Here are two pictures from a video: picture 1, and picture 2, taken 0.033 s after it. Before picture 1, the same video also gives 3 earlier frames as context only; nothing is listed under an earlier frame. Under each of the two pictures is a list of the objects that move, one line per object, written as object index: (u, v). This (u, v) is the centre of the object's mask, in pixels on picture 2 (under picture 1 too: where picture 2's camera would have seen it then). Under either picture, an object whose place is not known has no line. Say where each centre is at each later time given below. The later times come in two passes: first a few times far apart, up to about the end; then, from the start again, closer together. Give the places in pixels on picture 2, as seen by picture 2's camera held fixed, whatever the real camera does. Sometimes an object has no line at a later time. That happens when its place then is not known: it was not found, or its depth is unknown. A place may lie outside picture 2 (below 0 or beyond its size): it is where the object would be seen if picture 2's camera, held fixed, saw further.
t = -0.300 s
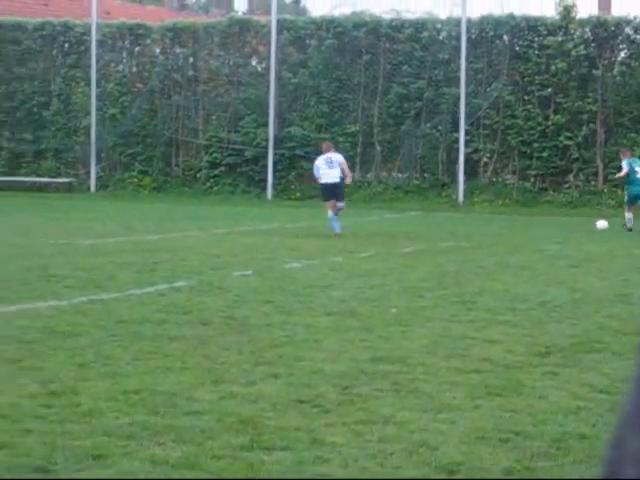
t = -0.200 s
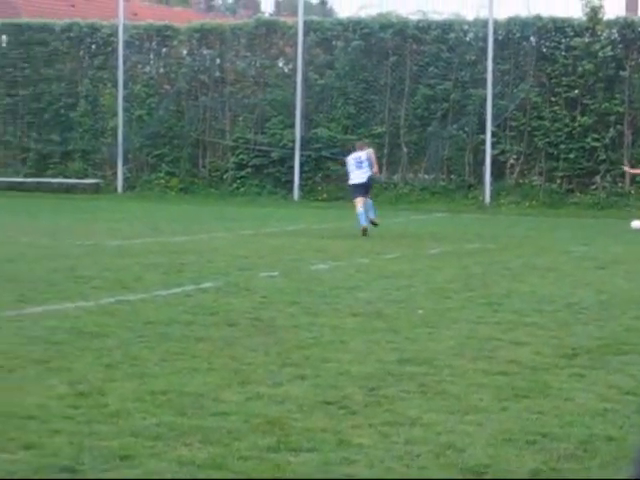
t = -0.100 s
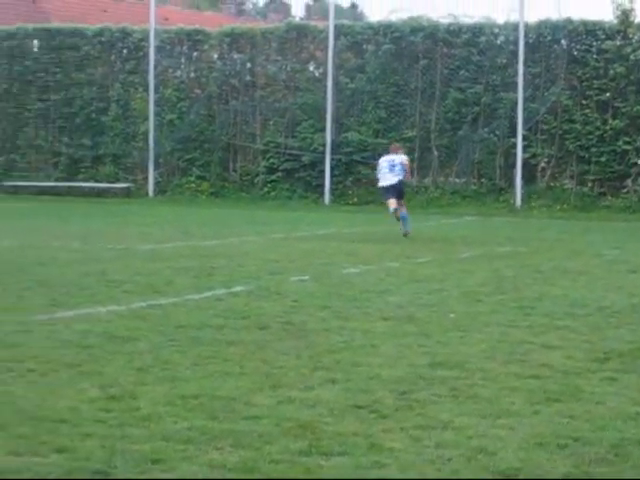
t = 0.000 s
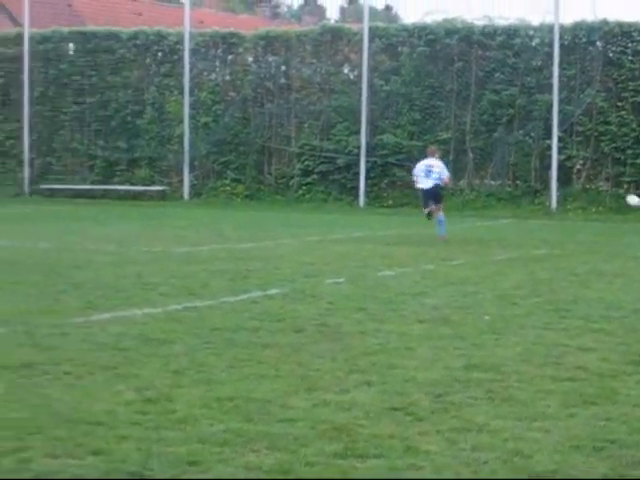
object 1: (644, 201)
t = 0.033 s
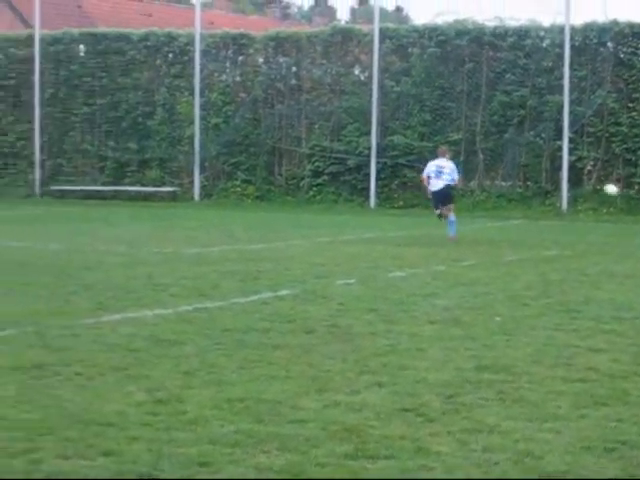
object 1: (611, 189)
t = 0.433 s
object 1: (272, 96)
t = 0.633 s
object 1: (130, 76)
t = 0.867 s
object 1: (-24, 71)
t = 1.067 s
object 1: (-149, 80)
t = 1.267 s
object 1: (-271, 102)
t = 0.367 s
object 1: (323, 106)
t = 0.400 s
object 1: (297, 101)
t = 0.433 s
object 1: (272, 96)
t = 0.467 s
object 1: (248, 91)
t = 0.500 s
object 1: (223, 87)
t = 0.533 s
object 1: (200, 83)
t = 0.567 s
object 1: (176, 80)
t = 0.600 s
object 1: (153, 78)
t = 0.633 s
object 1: (130, 76)
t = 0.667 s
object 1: (107, 74)
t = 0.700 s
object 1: (85, 72)
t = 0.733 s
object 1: (62, 72)
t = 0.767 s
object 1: (40, 70)
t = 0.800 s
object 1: (18, 71)
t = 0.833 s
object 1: (-3, 71)
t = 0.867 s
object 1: (-24, 71)
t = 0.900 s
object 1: (-46, 71)
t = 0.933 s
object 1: (-66, 73)
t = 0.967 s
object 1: (-87, 74)
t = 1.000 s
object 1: (-108, 76)
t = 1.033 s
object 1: (-128, 78)
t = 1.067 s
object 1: (-149, 80)
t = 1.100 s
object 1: (-170, 83)
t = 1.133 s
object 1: (-190, 86)
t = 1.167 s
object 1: (-211, 90)
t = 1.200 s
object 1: (-231, 93)
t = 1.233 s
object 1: (-251, 97)
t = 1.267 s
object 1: (-271, 102)
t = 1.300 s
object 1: (-291, 105)
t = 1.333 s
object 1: (-311, 111)
